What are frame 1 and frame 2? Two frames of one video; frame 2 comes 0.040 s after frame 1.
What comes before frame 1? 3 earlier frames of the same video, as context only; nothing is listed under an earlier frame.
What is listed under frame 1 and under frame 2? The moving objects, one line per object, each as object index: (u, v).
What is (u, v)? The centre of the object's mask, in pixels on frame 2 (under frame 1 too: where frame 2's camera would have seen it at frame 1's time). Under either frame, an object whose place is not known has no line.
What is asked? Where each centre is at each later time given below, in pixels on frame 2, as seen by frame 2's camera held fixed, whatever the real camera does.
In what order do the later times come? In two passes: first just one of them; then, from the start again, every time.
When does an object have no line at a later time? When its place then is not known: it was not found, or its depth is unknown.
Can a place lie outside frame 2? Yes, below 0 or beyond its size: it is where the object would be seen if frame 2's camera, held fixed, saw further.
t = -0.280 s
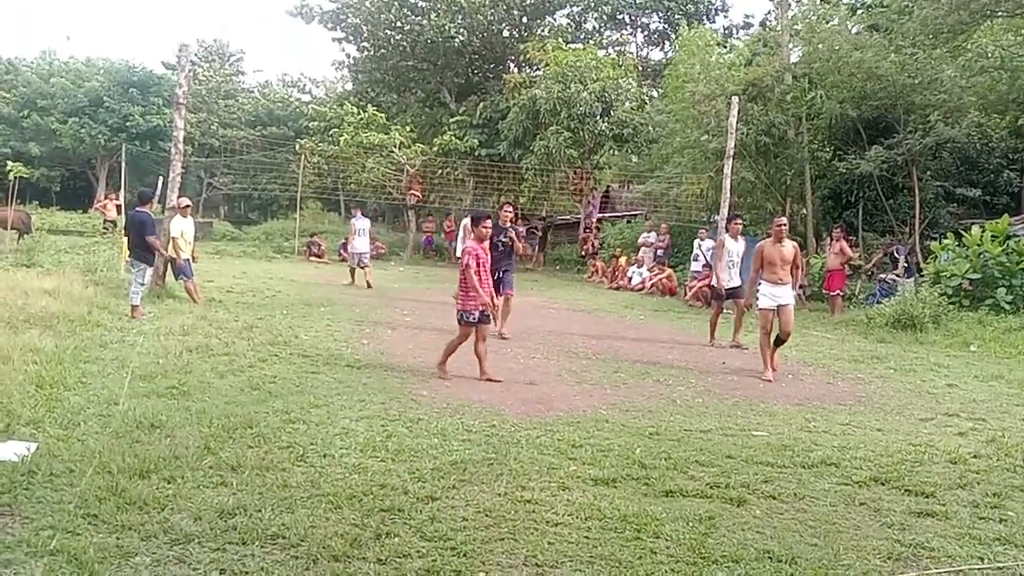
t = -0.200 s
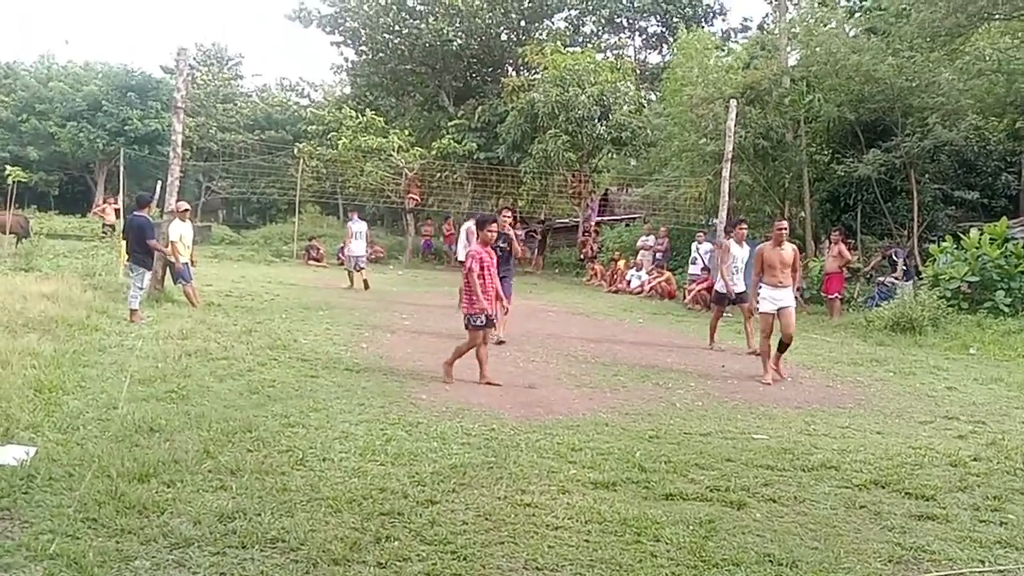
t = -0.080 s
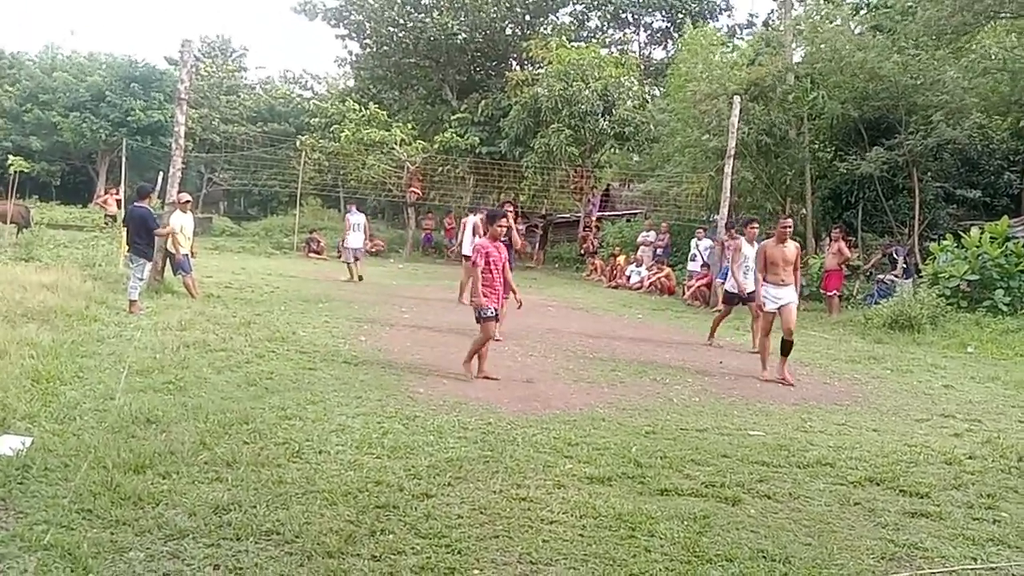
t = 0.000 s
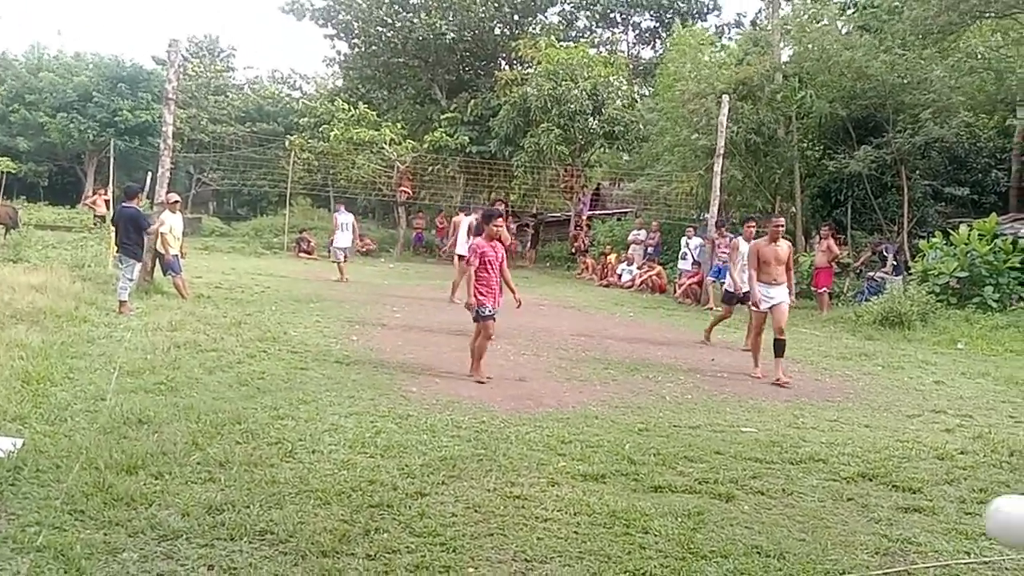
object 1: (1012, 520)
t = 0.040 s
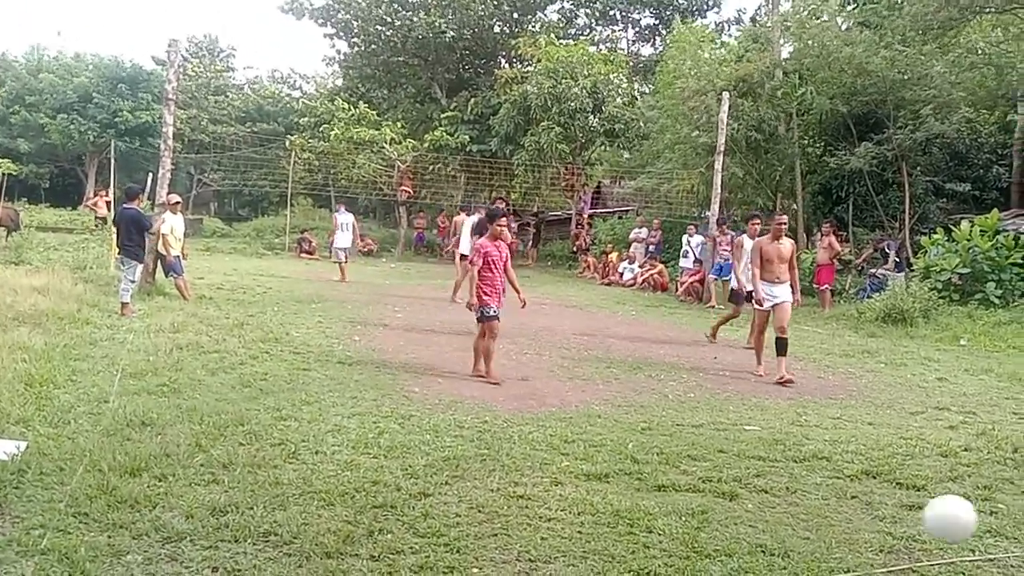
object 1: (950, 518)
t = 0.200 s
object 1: (813, 432)
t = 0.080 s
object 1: (892, 524)
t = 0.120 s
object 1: (859, 499)
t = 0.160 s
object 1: (836, 463)
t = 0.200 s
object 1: (813, 432)
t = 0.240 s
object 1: (792, 407)
